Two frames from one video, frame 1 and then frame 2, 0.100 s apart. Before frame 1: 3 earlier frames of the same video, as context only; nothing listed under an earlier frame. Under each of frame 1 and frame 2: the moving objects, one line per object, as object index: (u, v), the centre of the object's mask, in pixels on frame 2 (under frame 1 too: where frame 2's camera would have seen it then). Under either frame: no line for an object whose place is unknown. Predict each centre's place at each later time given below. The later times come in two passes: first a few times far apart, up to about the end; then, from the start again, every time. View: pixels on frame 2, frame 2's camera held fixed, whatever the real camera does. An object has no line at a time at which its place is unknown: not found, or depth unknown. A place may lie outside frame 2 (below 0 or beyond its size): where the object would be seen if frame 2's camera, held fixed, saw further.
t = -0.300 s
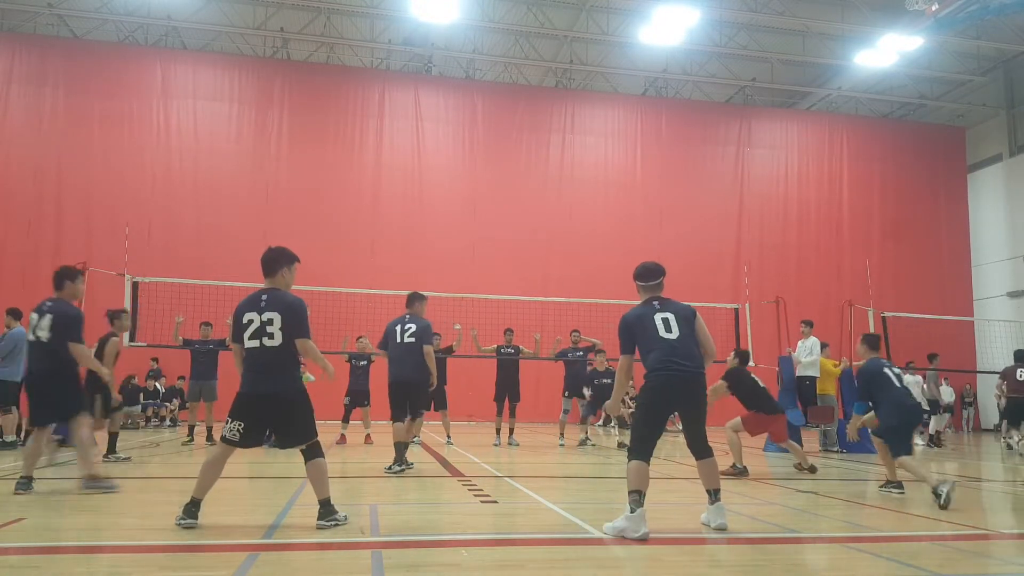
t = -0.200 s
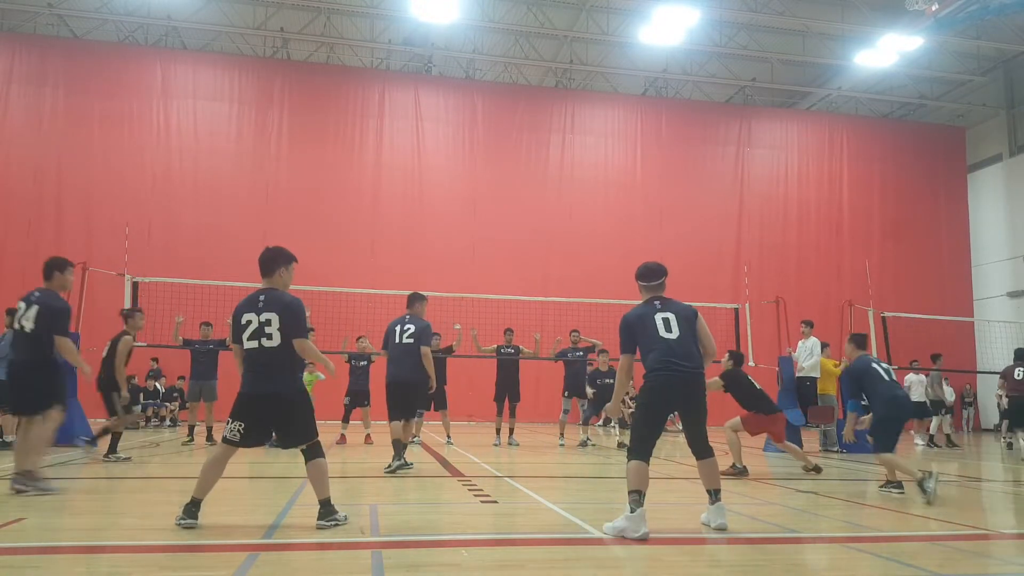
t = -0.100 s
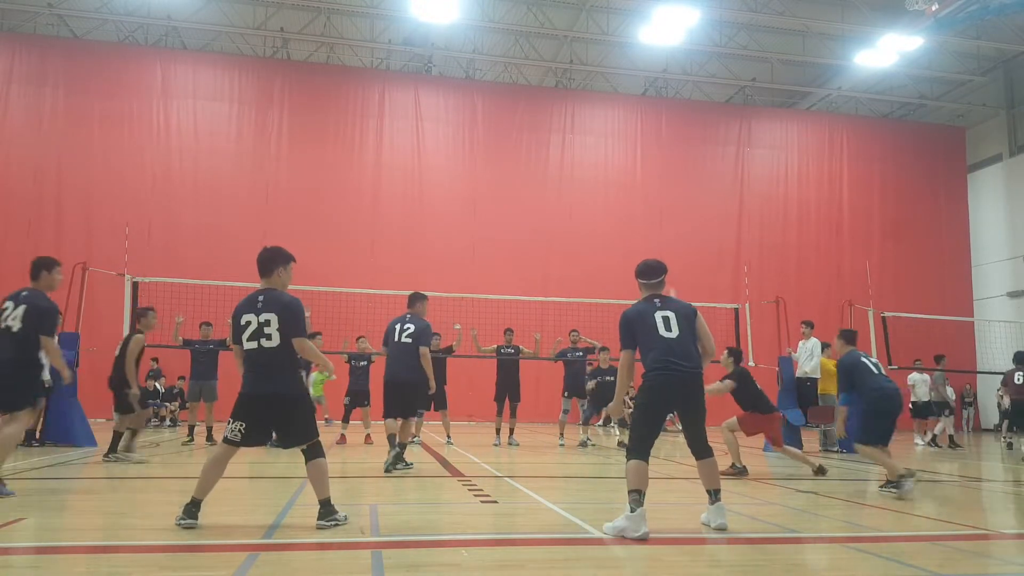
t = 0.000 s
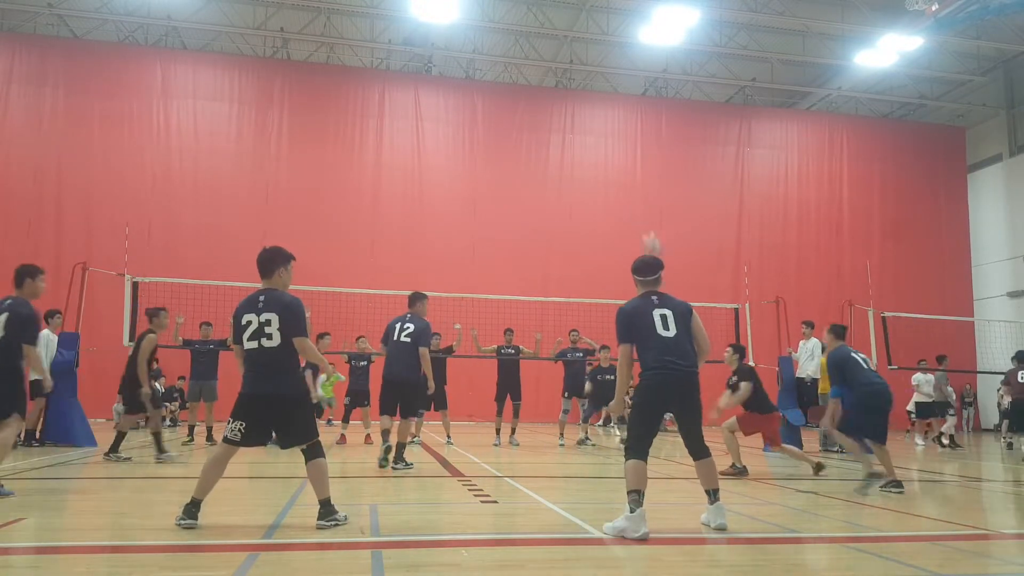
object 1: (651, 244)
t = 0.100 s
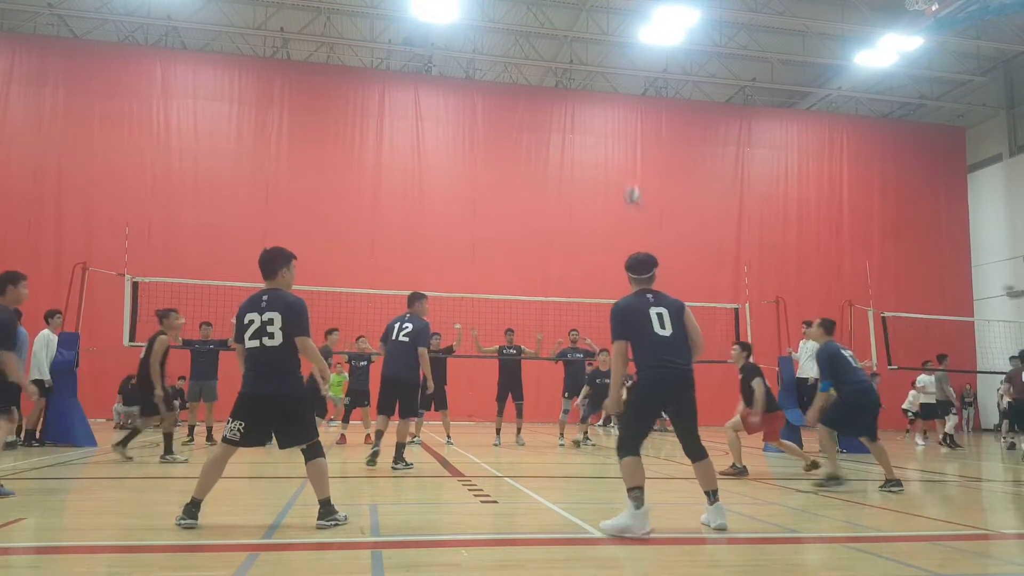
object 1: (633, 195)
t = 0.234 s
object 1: (608, 143)
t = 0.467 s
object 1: (564, 79)
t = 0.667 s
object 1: (523, 59)
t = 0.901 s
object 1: (472, 84)
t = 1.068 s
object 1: (428, 143)
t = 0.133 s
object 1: (627, 181)
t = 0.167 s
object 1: (621, 166)
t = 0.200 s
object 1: (614, 153)
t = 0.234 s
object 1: (608, 143)
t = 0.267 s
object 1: (602, 129)
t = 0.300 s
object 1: (597, 120)
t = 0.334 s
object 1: (590, 109)
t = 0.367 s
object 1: (583, 98)
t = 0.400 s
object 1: (577, 92)
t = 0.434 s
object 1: (571, 84)
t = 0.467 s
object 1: (564, 79)
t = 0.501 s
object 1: (558, 73)
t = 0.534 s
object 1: (554, 68)
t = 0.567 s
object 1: (545, 64)
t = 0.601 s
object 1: (538, 61)
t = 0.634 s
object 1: (530, 60)
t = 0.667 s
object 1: (523, 59)
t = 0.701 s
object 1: (516, 60)
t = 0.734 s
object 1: (509, 60)
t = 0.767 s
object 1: (504, 60)
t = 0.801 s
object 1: (494, 63)
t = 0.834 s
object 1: (486, 72)
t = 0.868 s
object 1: (479, 78)
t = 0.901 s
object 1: (472, 84)
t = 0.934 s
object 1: (464, 93)
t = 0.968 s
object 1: (454, 102)
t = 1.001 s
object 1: (446, 115)
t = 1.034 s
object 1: (437, 128)
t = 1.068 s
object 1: (428, 143)
